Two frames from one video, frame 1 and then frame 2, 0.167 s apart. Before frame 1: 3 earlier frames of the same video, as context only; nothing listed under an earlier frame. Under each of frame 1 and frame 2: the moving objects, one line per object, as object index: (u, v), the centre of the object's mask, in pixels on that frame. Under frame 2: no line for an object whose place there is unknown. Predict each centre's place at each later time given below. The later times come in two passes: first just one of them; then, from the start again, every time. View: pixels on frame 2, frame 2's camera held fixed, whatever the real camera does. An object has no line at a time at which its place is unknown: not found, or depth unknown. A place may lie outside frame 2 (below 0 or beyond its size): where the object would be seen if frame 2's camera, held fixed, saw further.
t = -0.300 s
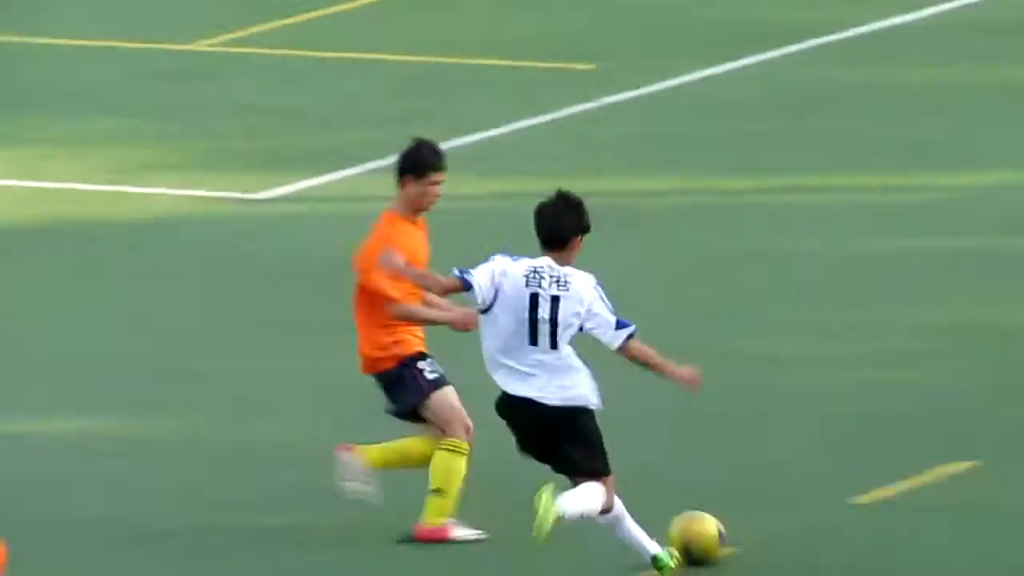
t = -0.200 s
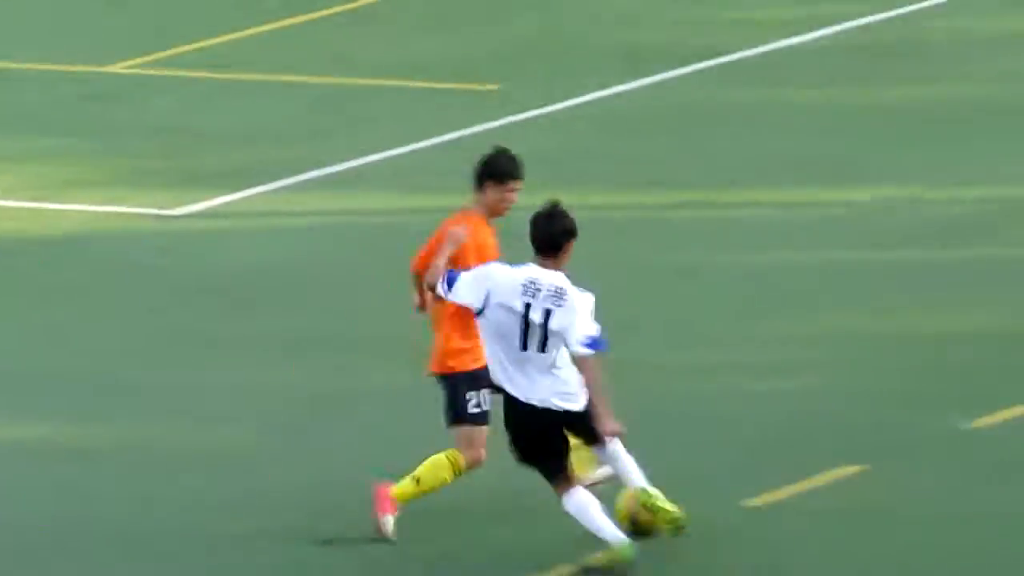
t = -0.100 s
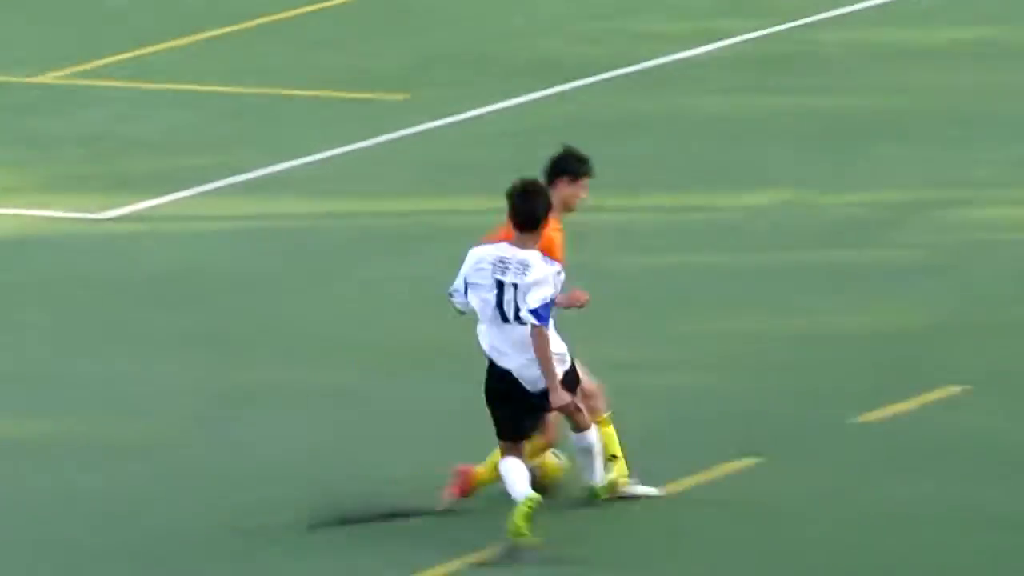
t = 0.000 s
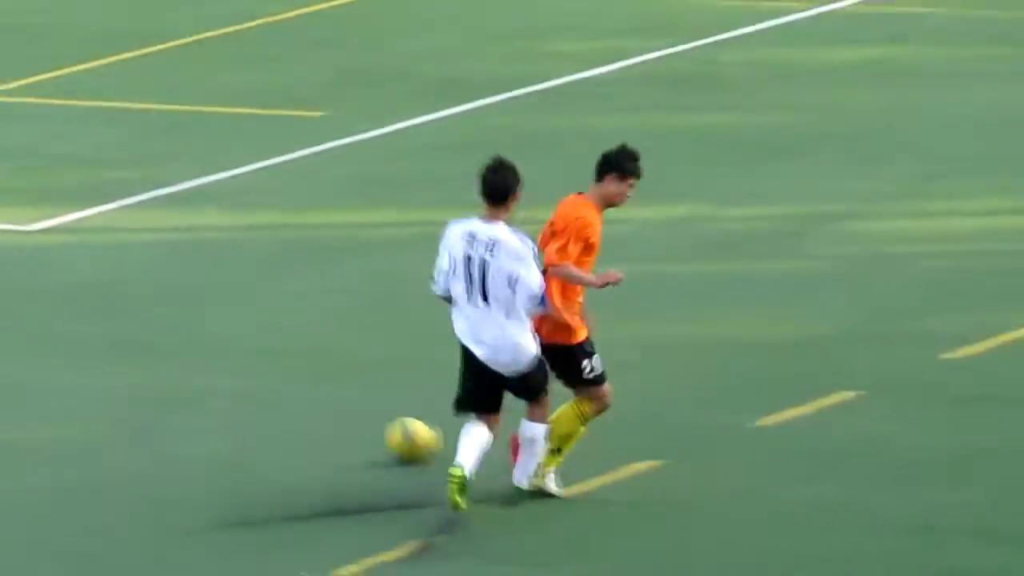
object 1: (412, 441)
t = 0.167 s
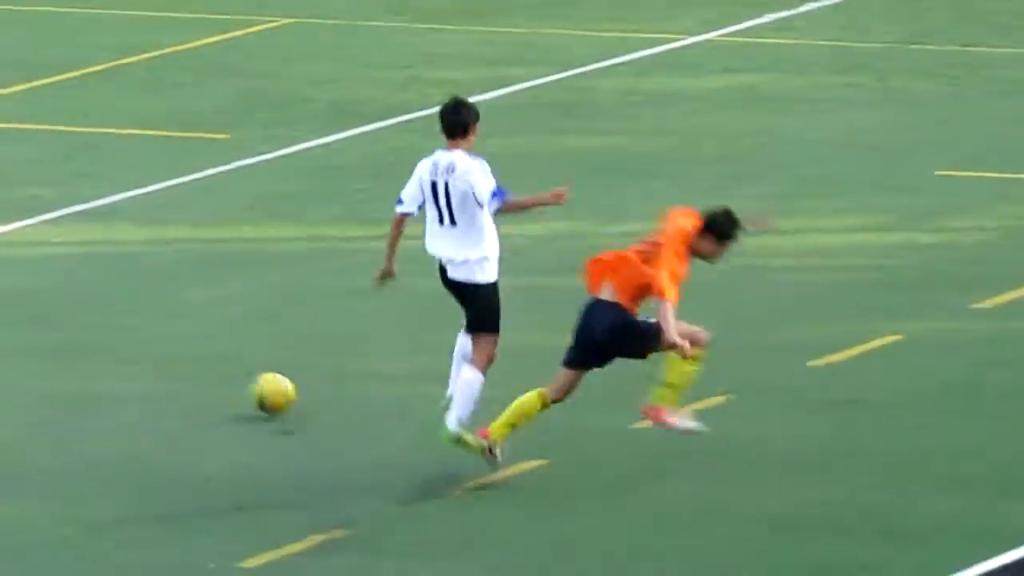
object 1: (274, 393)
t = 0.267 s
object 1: (254, 374)
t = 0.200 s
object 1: (266, 385)
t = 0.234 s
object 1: (261, 381)
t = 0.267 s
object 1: (254, 374)
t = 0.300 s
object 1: (251, 365)
